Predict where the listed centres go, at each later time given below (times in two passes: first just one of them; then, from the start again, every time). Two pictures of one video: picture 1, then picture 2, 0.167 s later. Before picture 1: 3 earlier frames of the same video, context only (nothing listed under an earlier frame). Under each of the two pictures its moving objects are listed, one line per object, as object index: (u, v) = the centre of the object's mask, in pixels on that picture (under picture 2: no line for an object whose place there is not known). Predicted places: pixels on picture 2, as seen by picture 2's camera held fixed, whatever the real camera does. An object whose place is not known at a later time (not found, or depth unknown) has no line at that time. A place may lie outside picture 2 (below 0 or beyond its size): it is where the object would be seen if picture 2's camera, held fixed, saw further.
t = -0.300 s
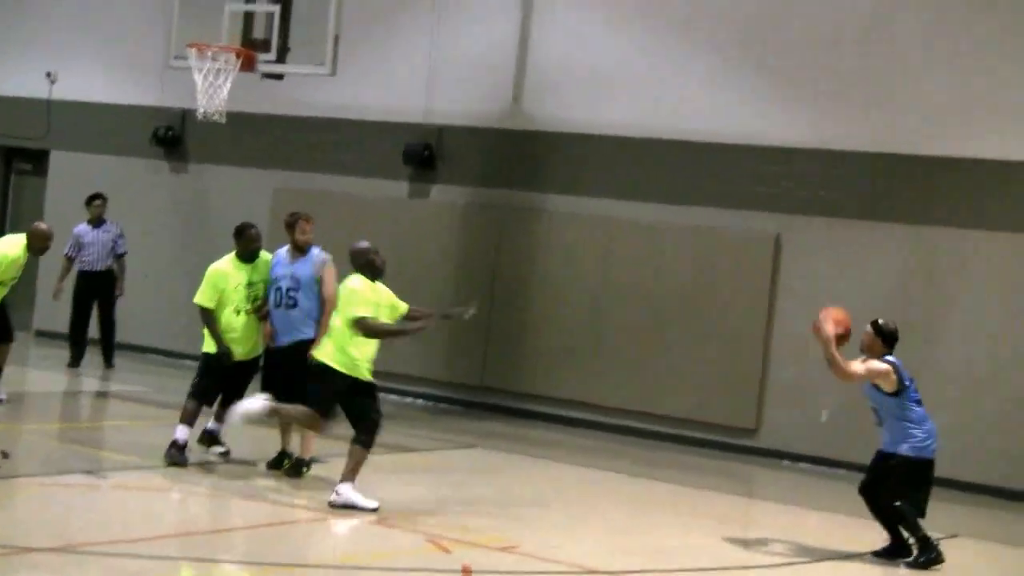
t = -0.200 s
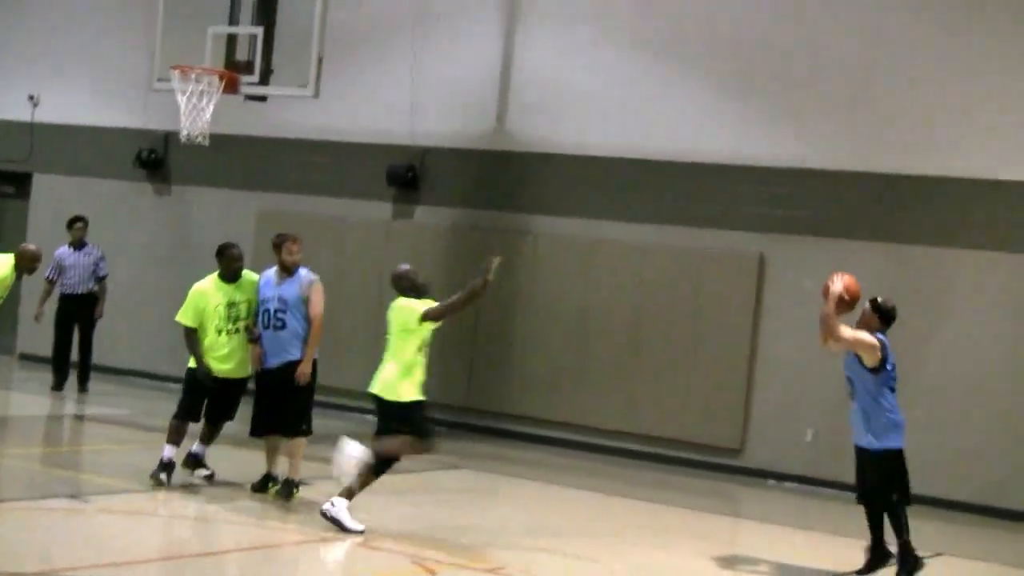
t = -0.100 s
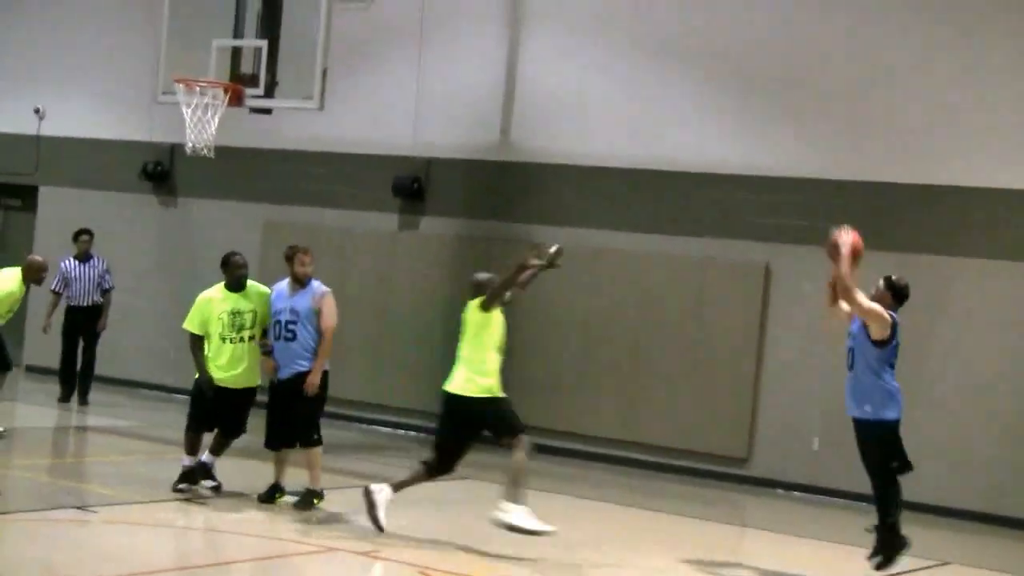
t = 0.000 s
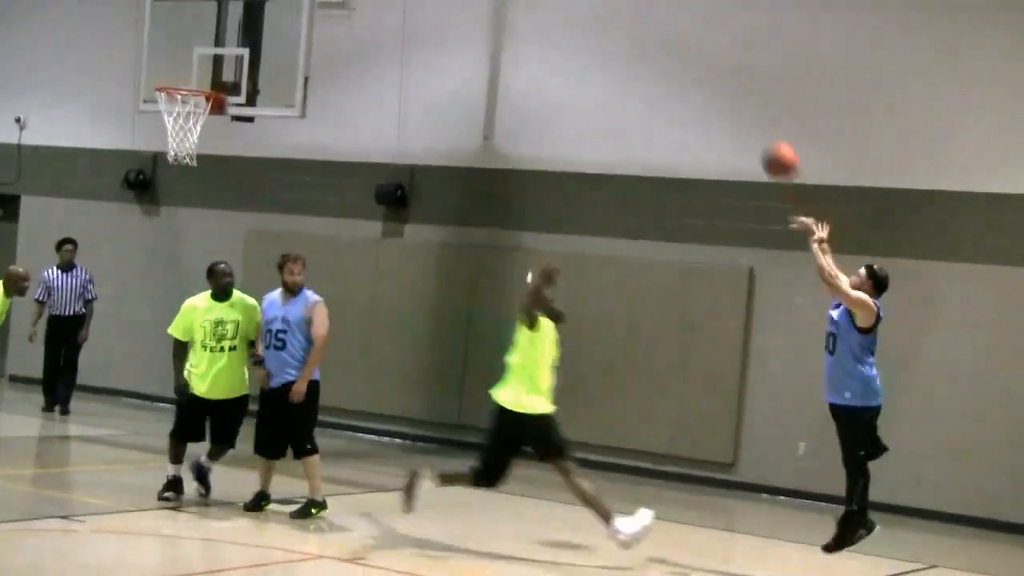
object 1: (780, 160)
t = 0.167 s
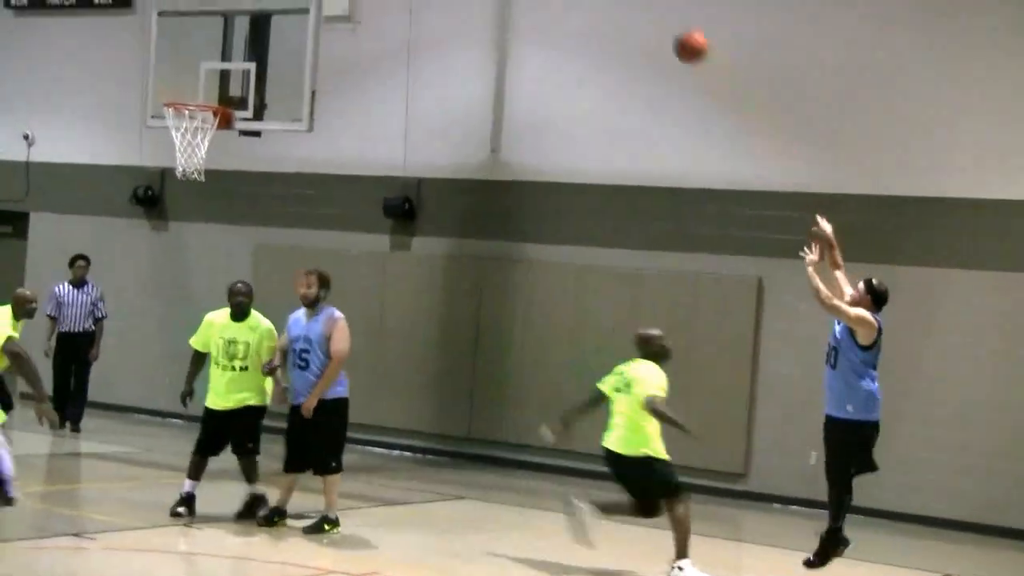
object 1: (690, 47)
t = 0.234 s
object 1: (652, 9)
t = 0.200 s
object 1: (671, 28)
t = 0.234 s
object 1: (652, 9)
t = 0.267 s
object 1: (634, -3)
